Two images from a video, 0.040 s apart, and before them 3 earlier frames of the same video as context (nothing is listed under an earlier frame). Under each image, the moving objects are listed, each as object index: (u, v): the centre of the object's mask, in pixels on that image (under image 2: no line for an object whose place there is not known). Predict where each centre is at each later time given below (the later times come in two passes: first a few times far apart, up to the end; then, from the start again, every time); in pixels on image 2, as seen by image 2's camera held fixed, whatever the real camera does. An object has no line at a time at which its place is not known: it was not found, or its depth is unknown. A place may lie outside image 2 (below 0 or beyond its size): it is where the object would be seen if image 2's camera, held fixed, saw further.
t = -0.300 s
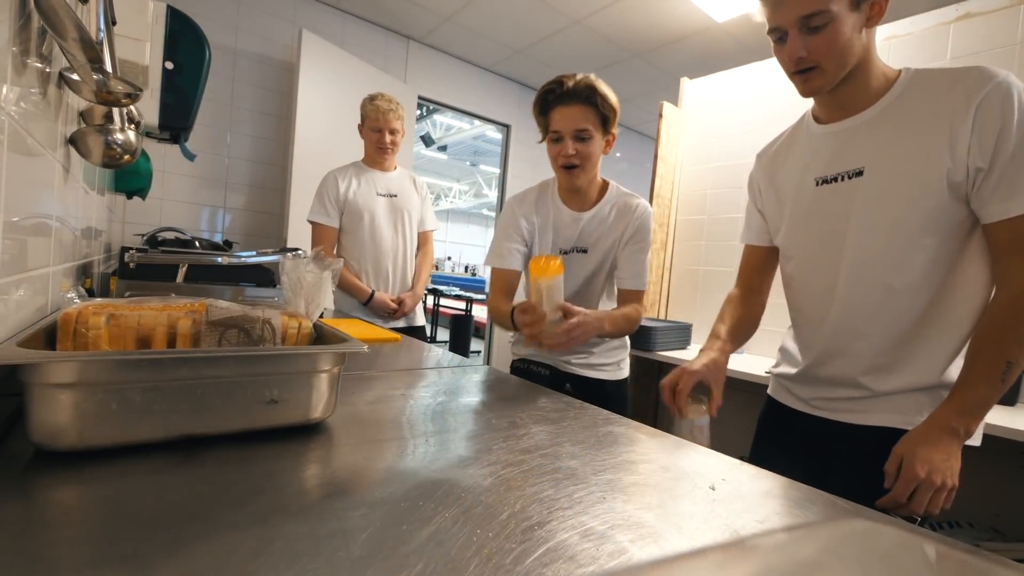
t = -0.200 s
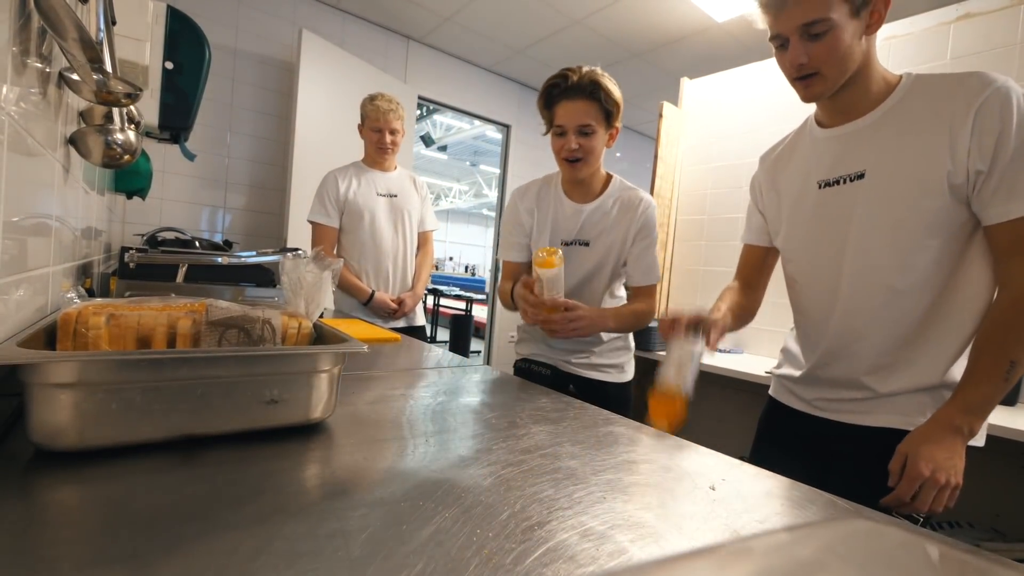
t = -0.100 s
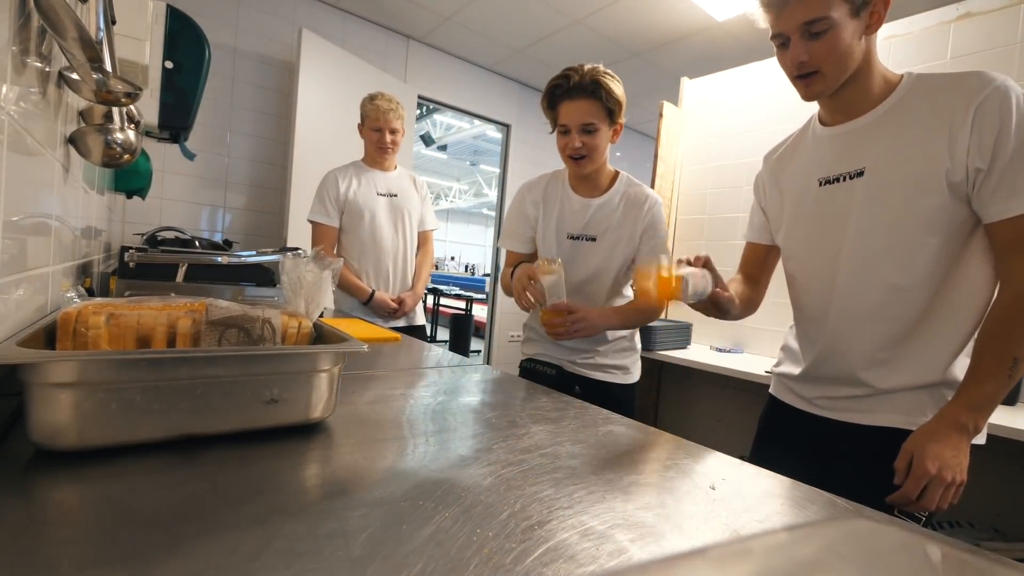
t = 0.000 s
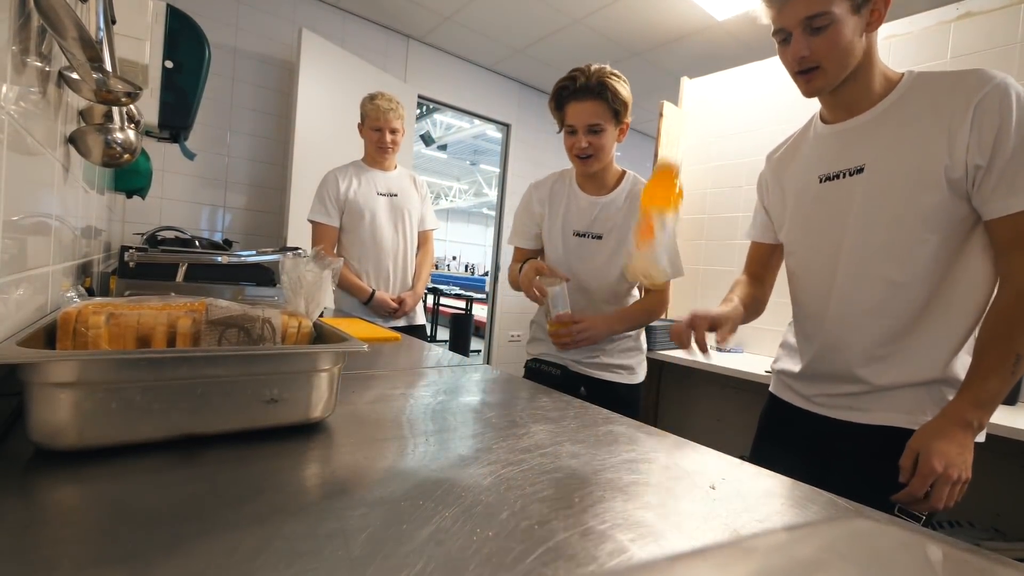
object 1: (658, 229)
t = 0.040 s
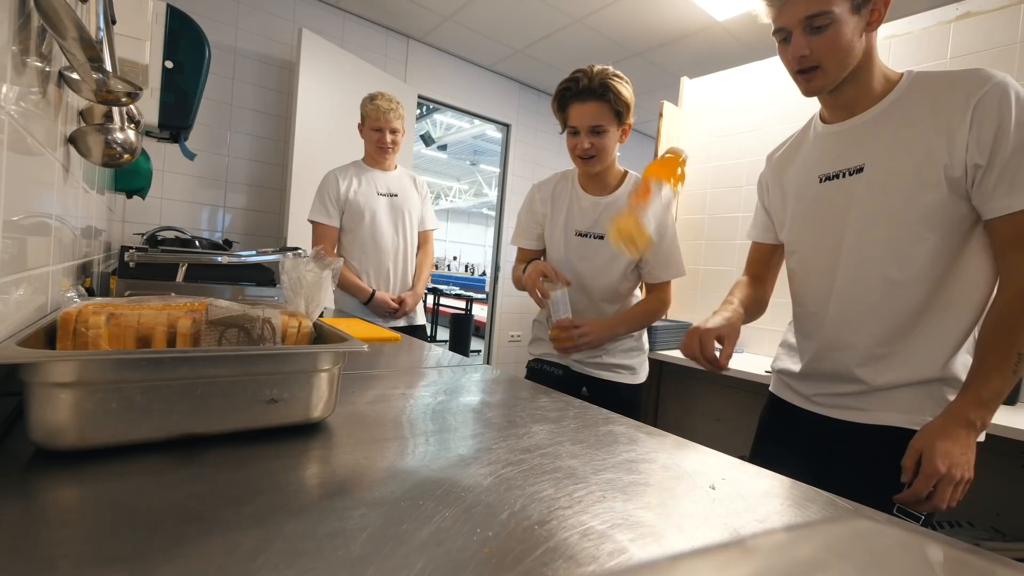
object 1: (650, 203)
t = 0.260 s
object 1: (619, 260)
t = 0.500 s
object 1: (563, 423)
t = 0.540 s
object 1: (563, 424)
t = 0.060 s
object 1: (645, 194)
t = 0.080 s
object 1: (640, 185)
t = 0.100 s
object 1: (637, 181)
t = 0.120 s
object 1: (634, 179)
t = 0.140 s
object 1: (631, 181)
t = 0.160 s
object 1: (630, 185)
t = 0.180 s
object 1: (628, 193)
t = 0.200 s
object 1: (627, 204)
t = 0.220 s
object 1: (624, 219)
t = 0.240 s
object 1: (621, 236)
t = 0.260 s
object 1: (619, 260)
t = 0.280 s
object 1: (615, 287)
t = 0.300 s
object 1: (611, 316)
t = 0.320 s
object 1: (606, 346)
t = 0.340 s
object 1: (598, 360)
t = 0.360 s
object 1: (591, 378)
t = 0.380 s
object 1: (583, 402)
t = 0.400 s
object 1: (580, 414)
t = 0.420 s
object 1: (576, 417)
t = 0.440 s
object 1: (571, 418)
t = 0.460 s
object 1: (567, 420)
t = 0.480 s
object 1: (564, 422)
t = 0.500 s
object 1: (563, 423)
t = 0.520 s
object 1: (563, 424)
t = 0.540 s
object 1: (563, 424)
